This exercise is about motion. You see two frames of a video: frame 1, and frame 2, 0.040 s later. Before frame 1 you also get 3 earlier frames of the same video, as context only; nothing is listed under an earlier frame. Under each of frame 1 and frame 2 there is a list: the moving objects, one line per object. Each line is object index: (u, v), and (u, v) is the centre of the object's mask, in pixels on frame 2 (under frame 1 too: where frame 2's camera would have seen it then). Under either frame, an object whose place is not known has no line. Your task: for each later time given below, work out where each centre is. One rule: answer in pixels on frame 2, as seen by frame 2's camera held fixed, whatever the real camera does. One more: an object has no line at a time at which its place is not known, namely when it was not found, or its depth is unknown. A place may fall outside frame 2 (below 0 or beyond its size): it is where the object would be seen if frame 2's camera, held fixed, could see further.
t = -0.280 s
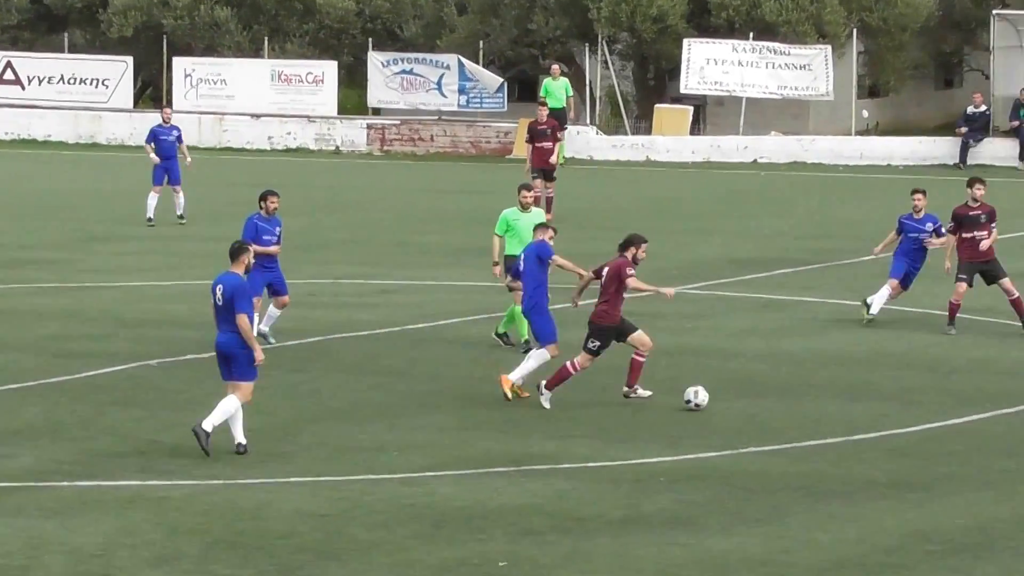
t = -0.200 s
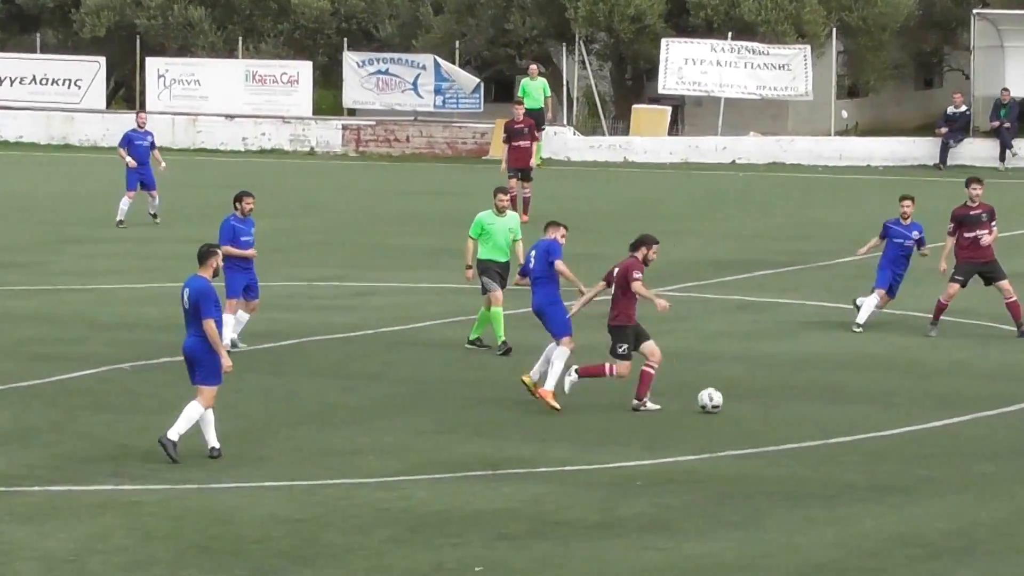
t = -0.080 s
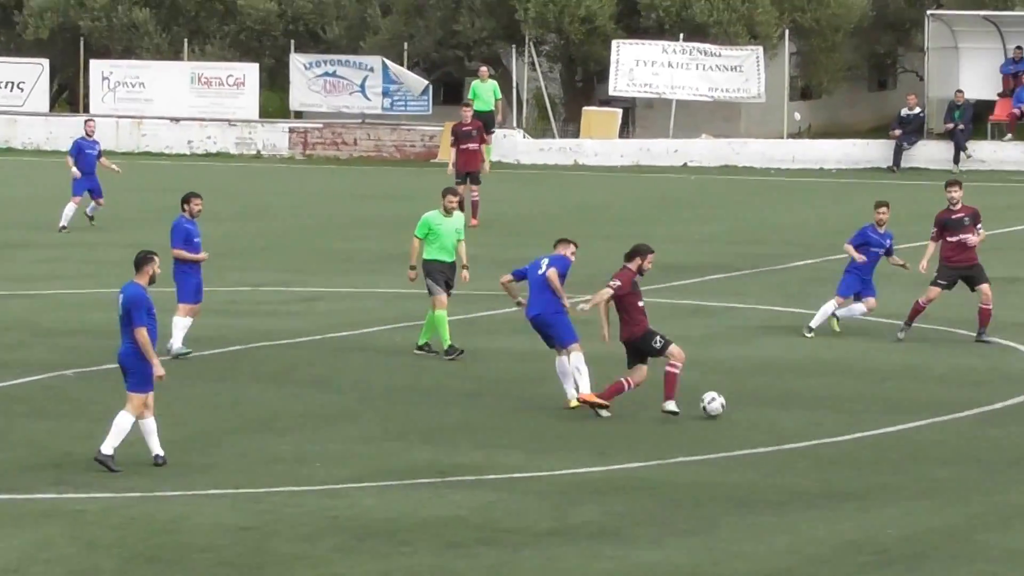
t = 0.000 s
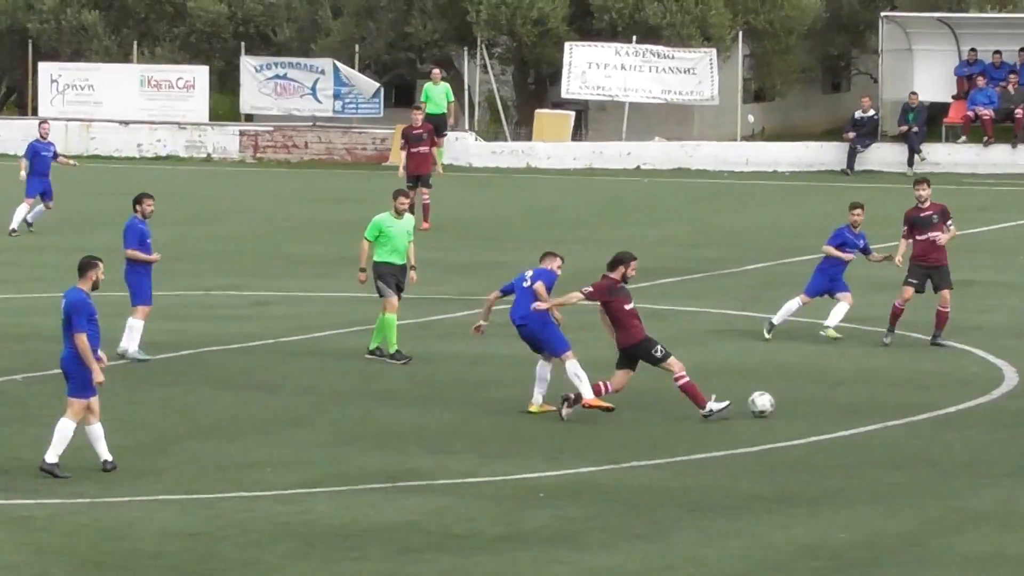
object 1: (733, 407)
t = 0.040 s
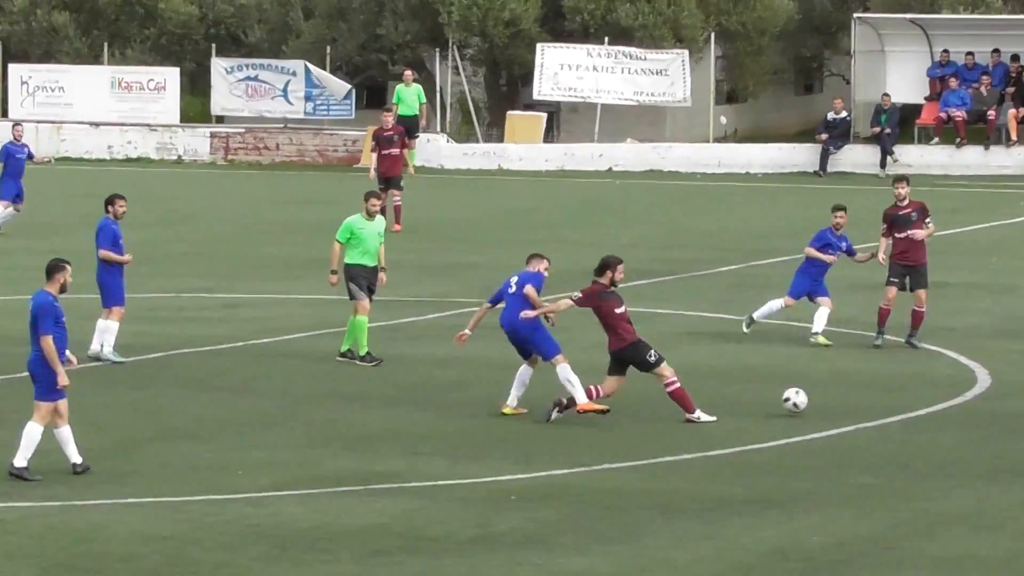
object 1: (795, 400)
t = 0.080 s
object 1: (855, 397)
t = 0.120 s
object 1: (913, 395)
